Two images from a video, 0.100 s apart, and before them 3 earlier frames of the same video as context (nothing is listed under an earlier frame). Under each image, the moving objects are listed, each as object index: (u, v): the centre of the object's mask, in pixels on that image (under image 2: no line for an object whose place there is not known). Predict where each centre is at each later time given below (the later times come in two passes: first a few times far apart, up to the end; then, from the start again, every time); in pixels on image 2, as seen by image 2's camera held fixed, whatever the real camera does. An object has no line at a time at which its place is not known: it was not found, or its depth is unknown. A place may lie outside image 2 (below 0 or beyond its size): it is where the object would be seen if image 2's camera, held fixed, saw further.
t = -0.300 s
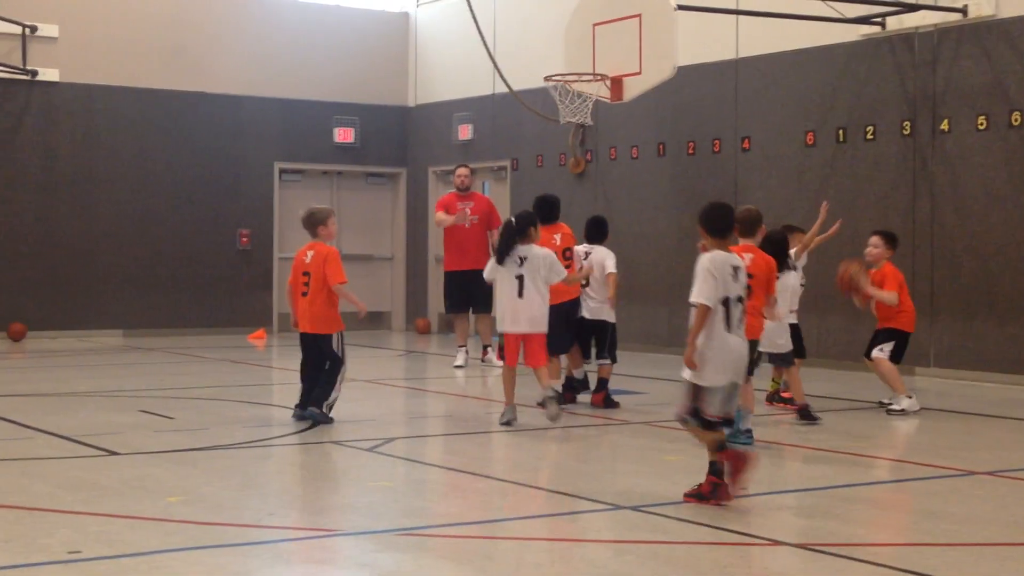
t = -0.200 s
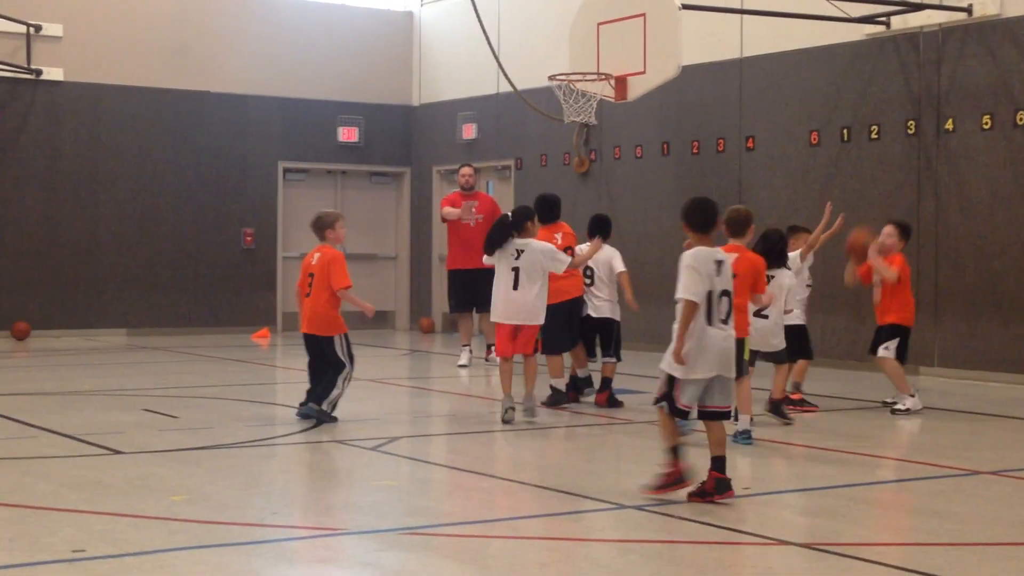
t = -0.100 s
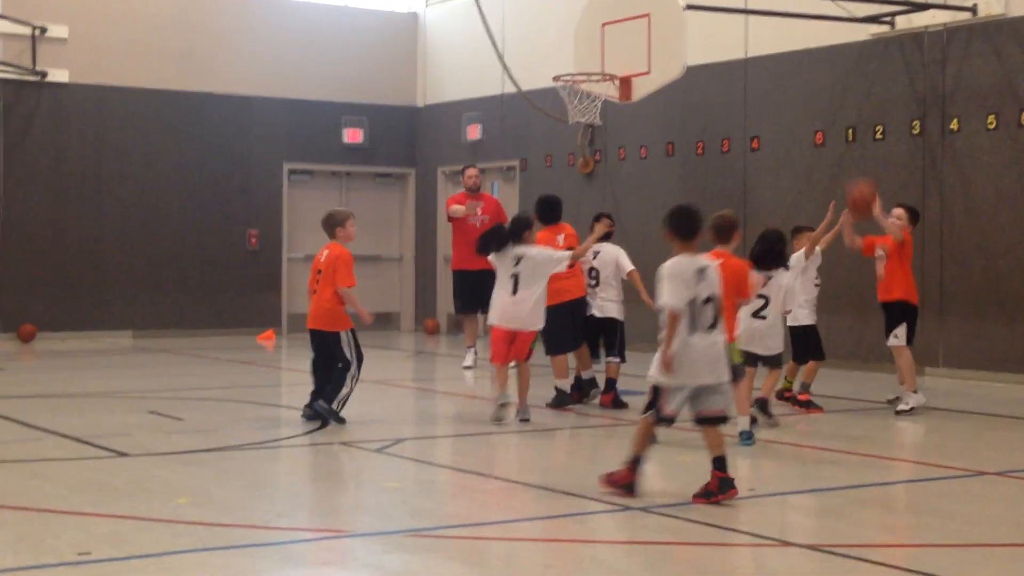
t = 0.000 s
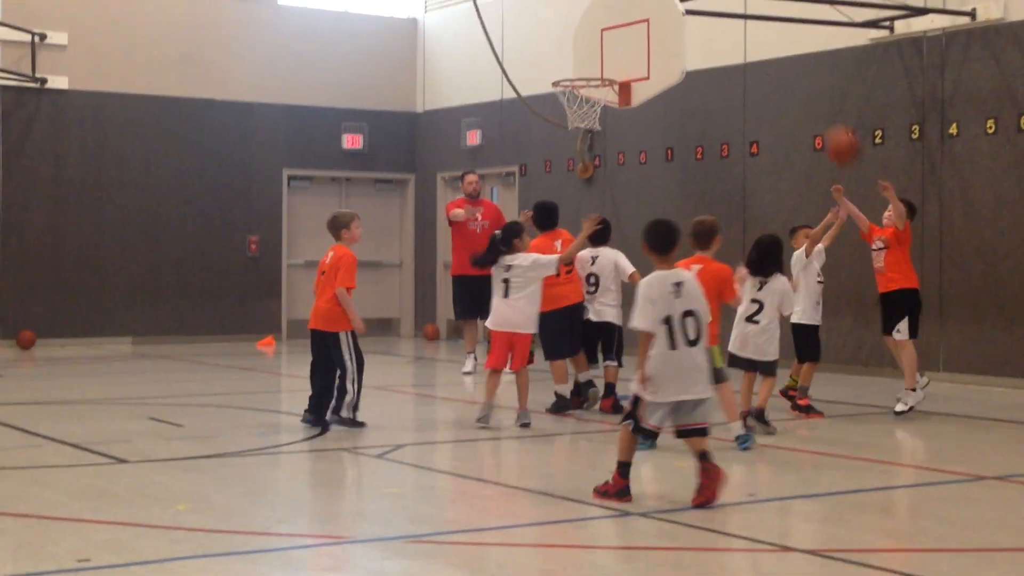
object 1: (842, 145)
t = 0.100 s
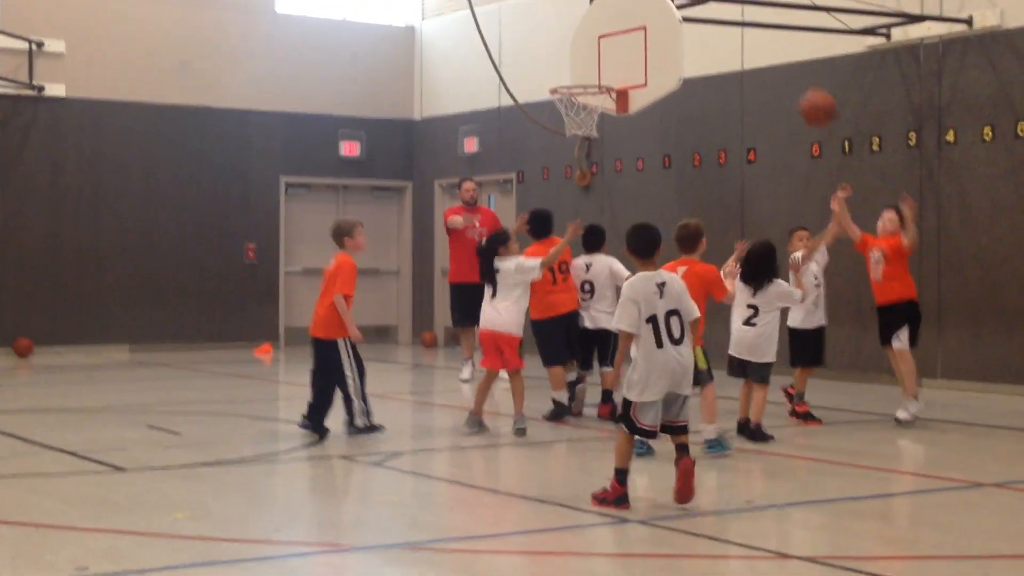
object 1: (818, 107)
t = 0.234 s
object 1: (786, 69)
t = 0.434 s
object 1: (736, 60)
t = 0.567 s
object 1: (698, 94)
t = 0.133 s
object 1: (810, 95)
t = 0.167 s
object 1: (803, 85)
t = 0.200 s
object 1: (795, 77)
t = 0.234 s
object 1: (786, 69)
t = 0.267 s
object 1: (779, 63)
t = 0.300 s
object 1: (770, 59)
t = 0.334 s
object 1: (762, 57)
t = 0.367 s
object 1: (753, 56)
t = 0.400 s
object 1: (745, 57)
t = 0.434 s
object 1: (736, 60)
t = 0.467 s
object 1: (727, 65)
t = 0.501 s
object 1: (718, 72)
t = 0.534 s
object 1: (708, 82)
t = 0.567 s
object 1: (698, 94)
